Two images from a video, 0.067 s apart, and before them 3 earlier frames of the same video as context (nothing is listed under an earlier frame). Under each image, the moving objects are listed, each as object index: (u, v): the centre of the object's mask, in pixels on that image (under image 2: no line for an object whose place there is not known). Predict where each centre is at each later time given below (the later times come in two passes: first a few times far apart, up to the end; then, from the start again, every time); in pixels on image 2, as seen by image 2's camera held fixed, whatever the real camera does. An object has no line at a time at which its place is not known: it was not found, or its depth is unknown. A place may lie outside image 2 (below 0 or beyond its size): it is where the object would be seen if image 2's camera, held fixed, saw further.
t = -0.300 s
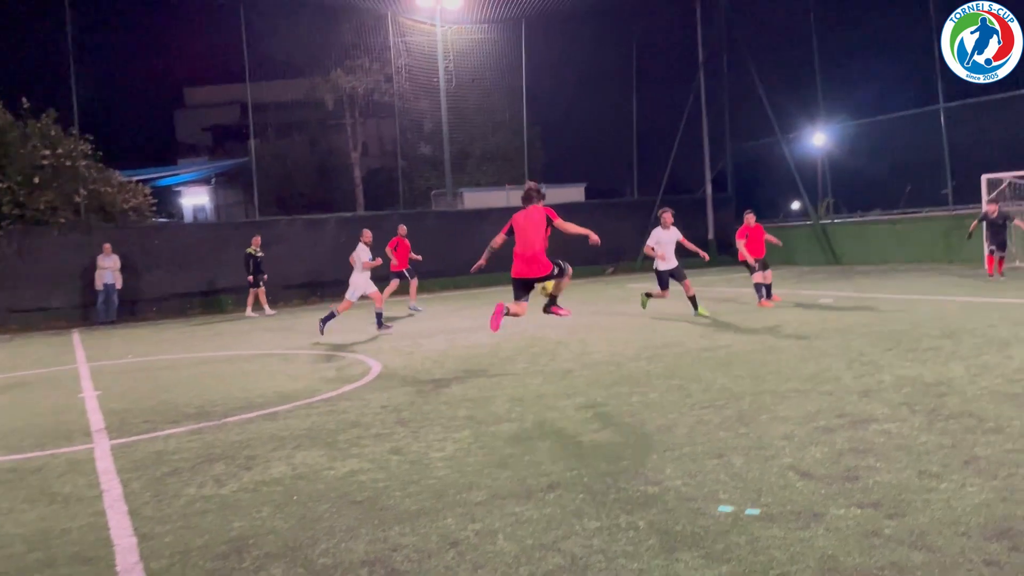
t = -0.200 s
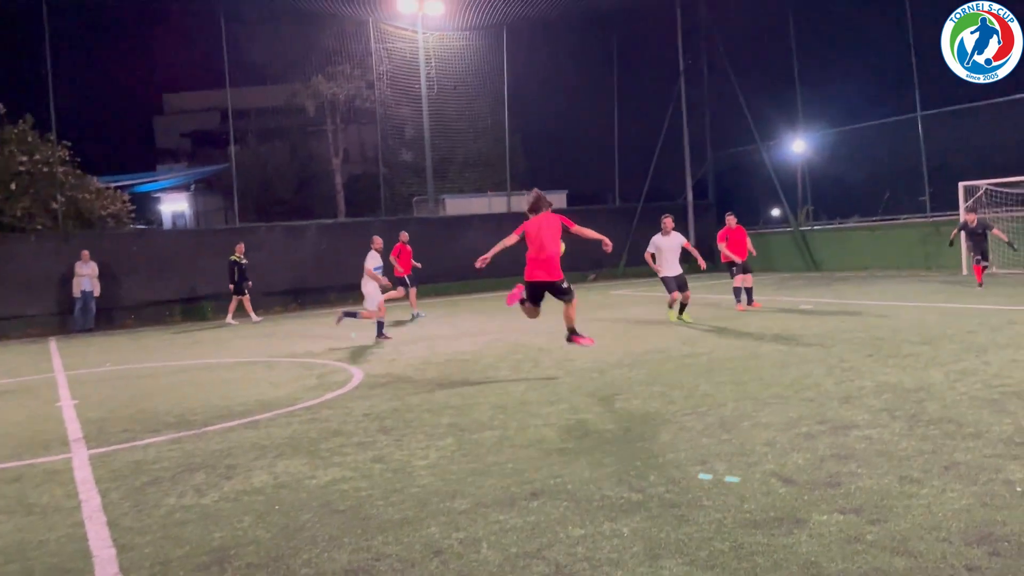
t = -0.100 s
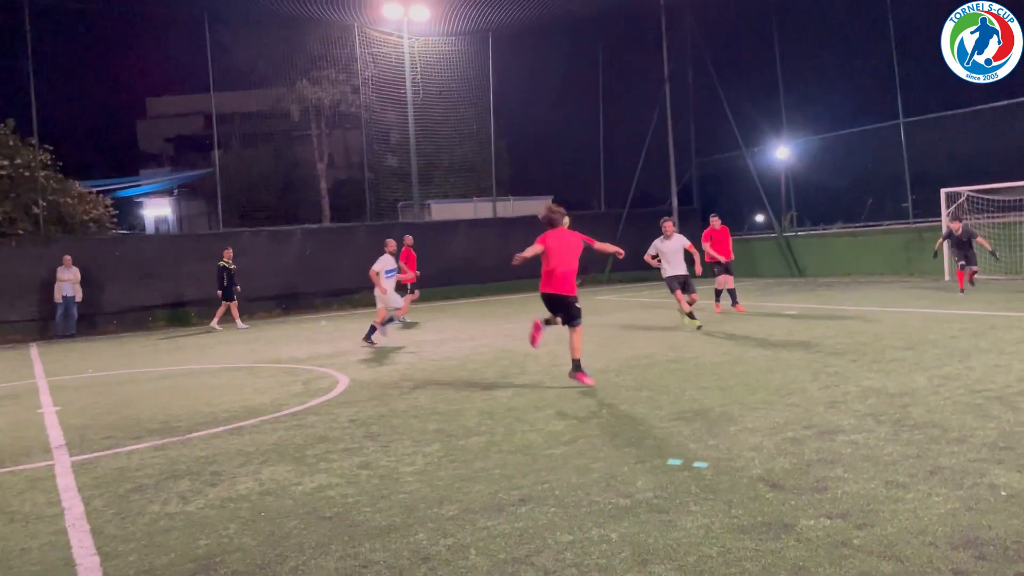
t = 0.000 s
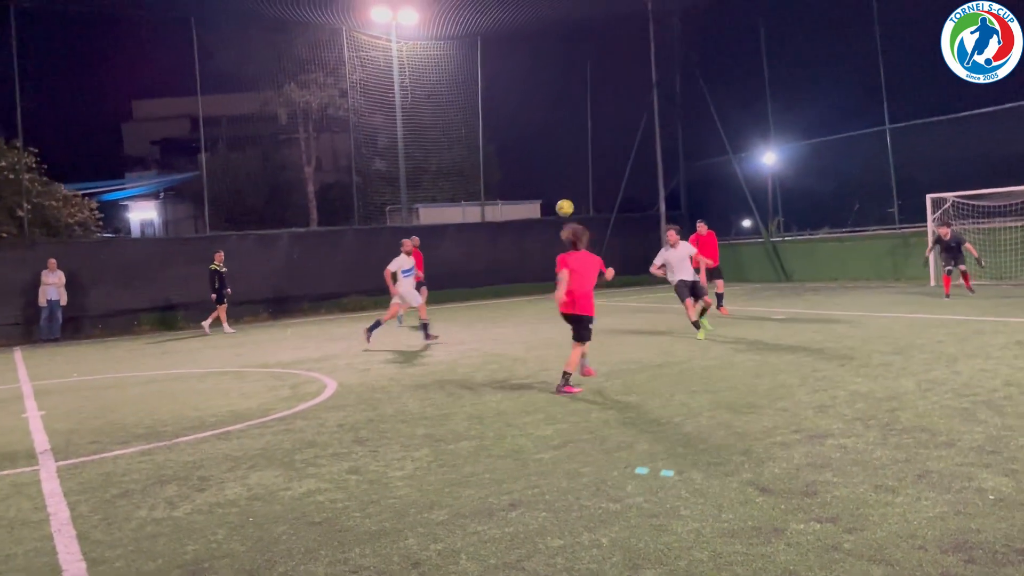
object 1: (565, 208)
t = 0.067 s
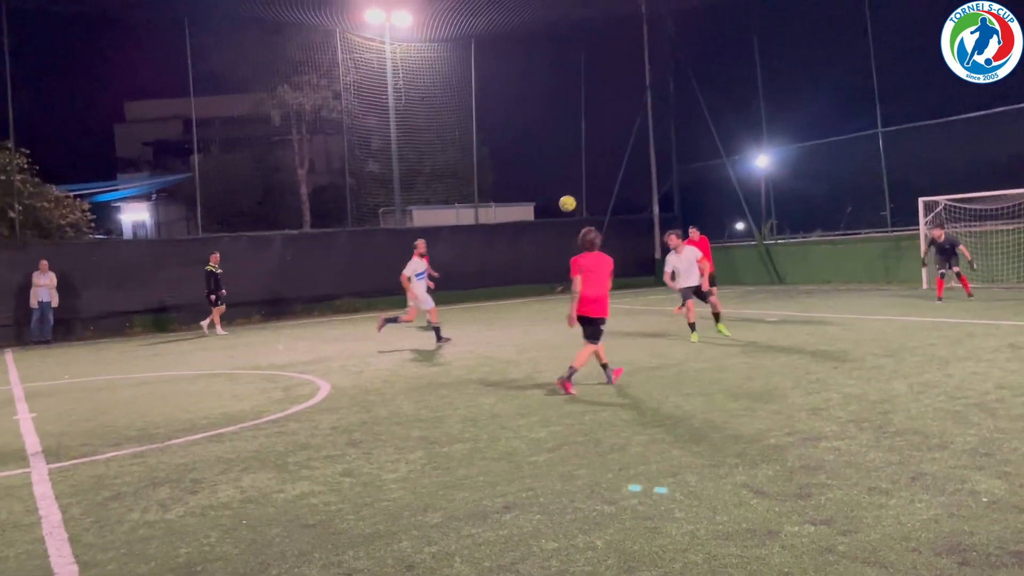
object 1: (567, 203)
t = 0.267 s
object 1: (588, 203)
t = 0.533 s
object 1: (608, 234)
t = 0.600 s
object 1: (612, 246)
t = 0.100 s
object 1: (571, 201)
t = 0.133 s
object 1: (576, 200)
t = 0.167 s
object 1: (579, 200)
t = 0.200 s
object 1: (582, 200)
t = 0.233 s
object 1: (585, 201)
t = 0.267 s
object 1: (588, 203)
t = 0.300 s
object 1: (591, 205)
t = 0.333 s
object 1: (594, 208)
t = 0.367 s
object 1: (597, 211)
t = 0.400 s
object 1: (599, 215)
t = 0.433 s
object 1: (602, 219)
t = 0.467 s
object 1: (604, 224)
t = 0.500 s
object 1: (606, 229)
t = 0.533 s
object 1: (608, 234)
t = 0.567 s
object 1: (610, 240)
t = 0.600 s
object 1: (612, 246)
